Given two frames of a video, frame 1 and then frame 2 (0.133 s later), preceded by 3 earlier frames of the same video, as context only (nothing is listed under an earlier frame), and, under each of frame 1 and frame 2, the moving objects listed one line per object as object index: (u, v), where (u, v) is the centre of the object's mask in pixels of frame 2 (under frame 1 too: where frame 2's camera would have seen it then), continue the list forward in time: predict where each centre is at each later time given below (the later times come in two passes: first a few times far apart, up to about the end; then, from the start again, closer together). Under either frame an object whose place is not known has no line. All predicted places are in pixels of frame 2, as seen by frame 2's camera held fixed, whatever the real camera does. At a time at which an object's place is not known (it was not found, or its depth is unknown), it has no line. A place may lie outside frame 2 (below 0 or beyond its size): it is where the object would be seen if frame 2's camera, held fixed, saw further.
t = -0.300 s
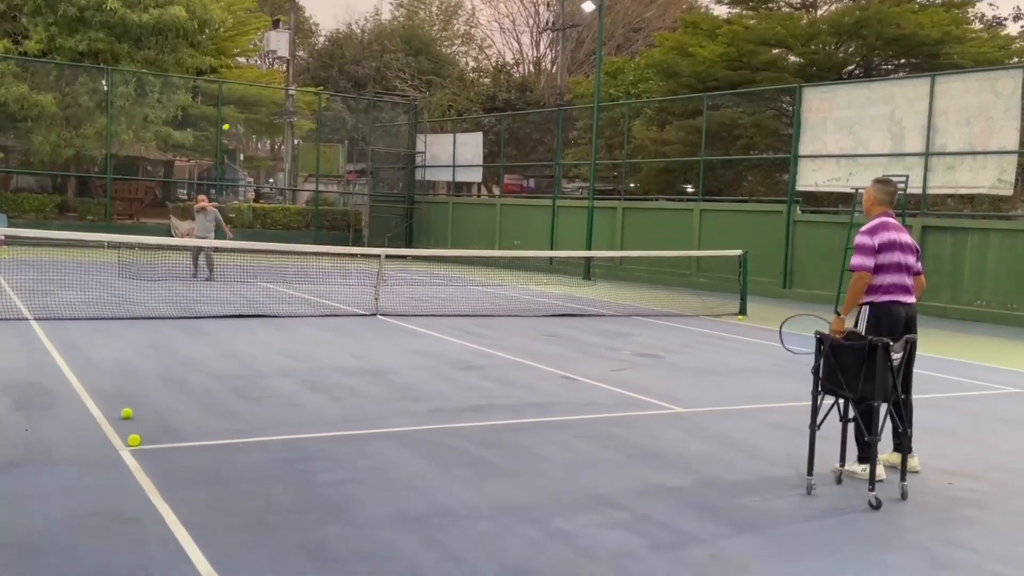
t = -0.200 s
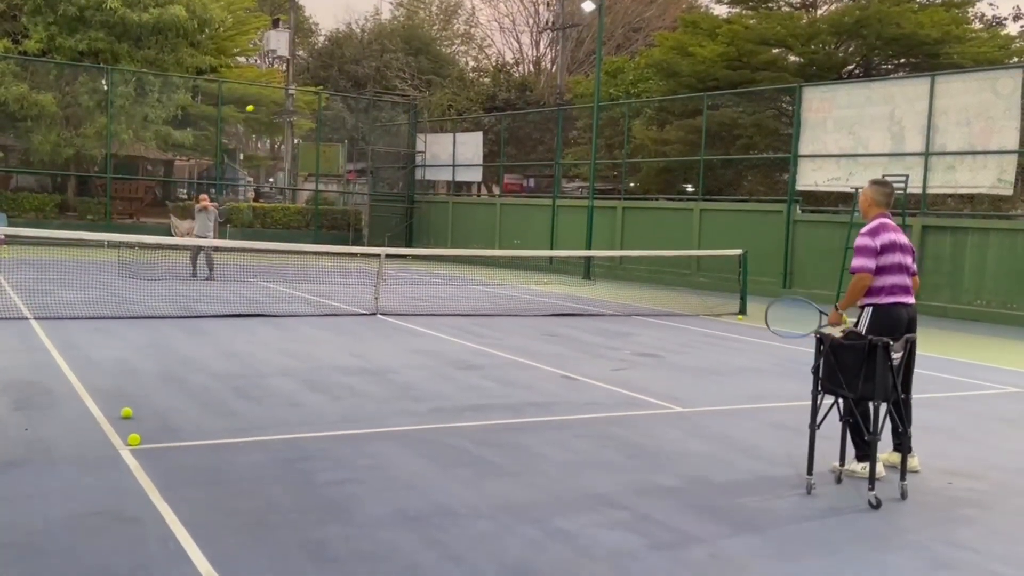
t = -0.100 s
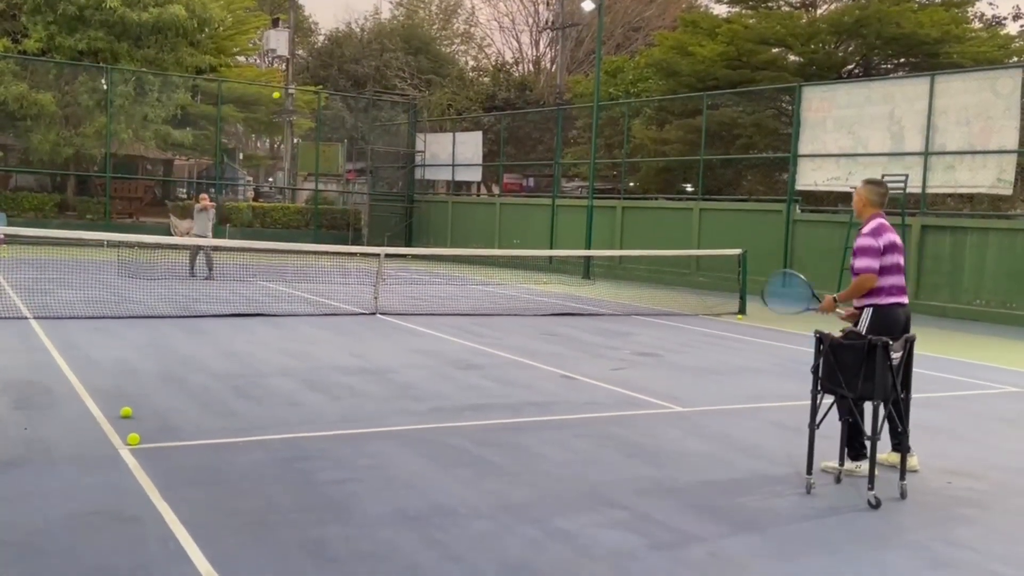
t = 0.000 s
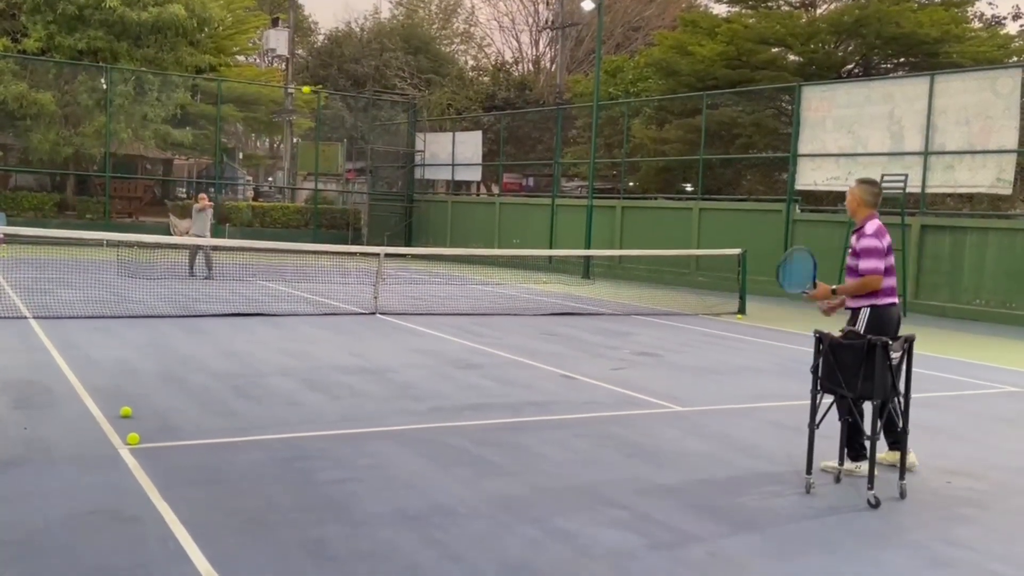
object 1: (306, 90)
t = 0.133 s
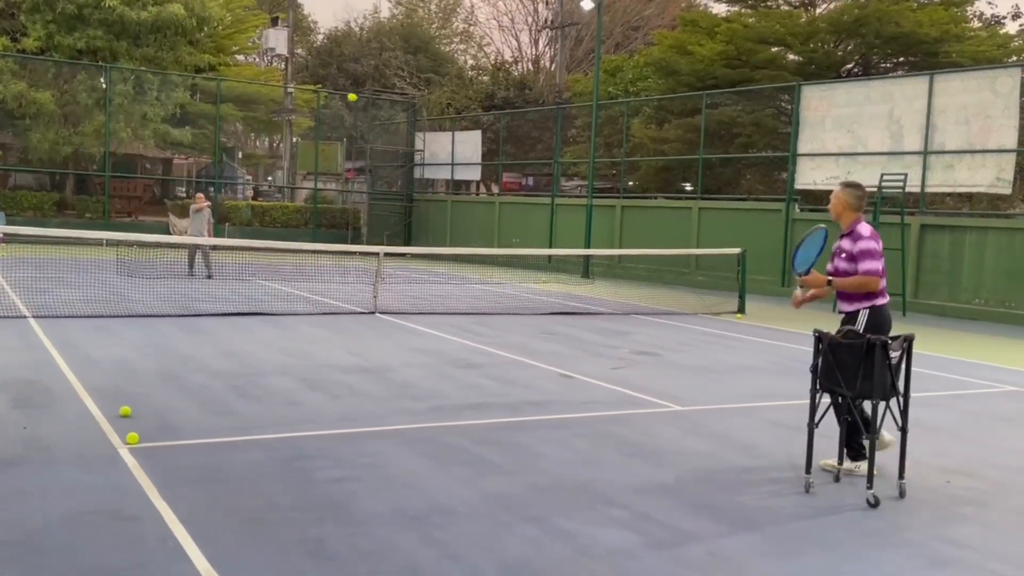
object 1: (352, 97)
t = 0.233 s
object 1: (393, 117)
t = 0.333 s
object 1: (441, 152)
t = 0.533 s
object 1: (563, 287)
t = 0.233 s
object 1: (393, 117)
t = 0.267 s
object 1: (408, 127)
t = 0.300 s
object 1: (423, 139)
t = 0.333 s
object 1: (441, 152)
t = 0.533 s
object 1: (563, 287)
